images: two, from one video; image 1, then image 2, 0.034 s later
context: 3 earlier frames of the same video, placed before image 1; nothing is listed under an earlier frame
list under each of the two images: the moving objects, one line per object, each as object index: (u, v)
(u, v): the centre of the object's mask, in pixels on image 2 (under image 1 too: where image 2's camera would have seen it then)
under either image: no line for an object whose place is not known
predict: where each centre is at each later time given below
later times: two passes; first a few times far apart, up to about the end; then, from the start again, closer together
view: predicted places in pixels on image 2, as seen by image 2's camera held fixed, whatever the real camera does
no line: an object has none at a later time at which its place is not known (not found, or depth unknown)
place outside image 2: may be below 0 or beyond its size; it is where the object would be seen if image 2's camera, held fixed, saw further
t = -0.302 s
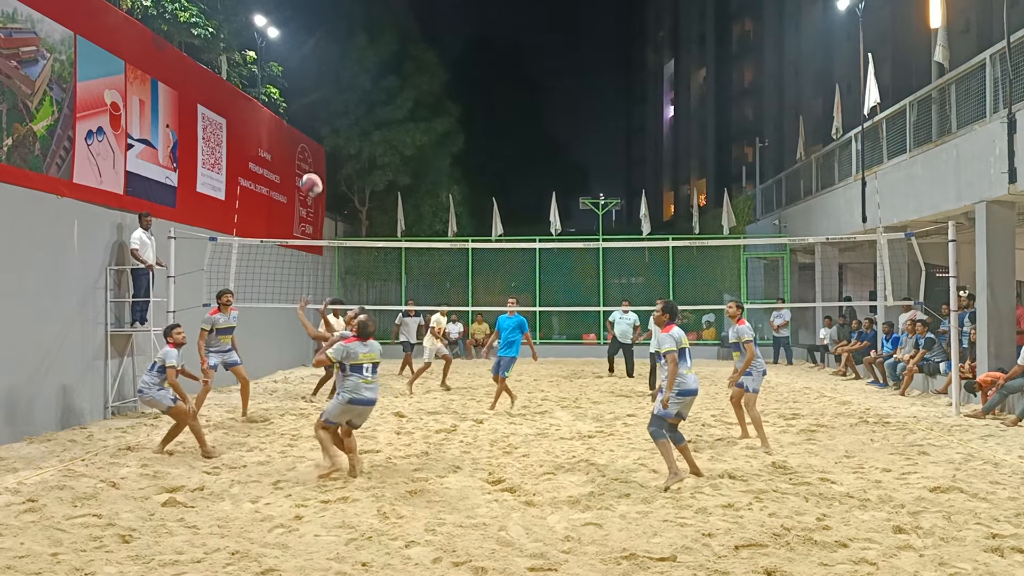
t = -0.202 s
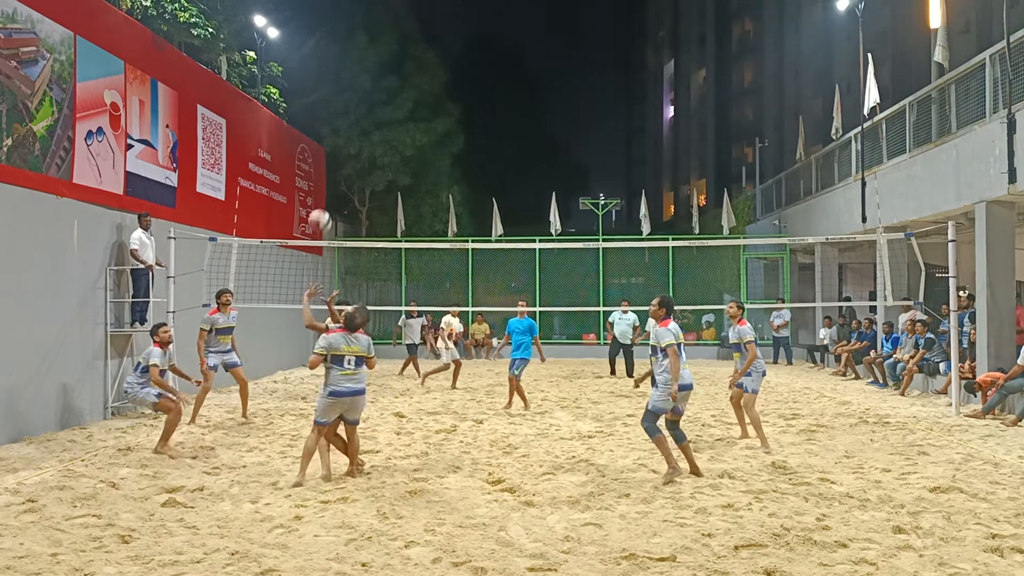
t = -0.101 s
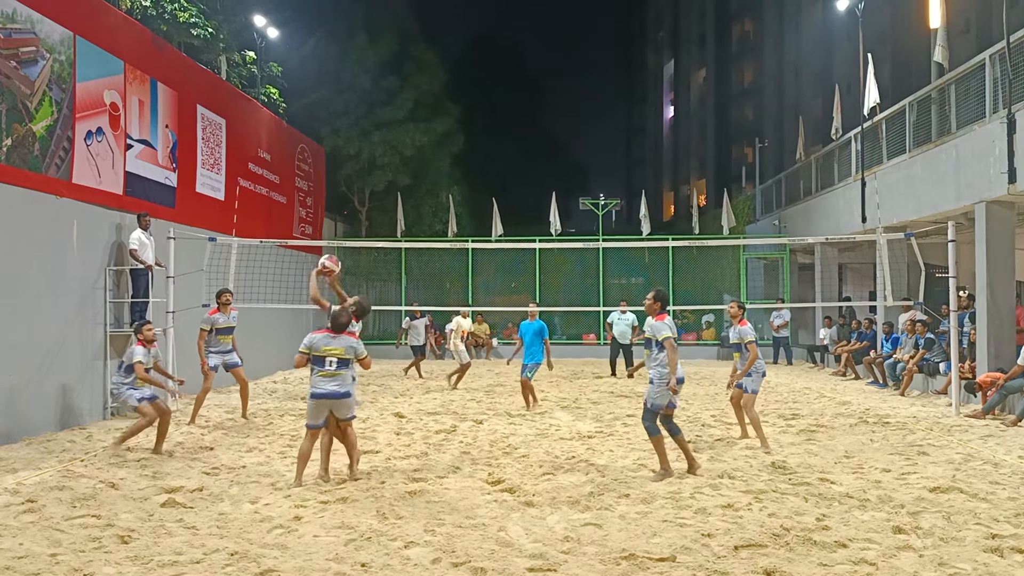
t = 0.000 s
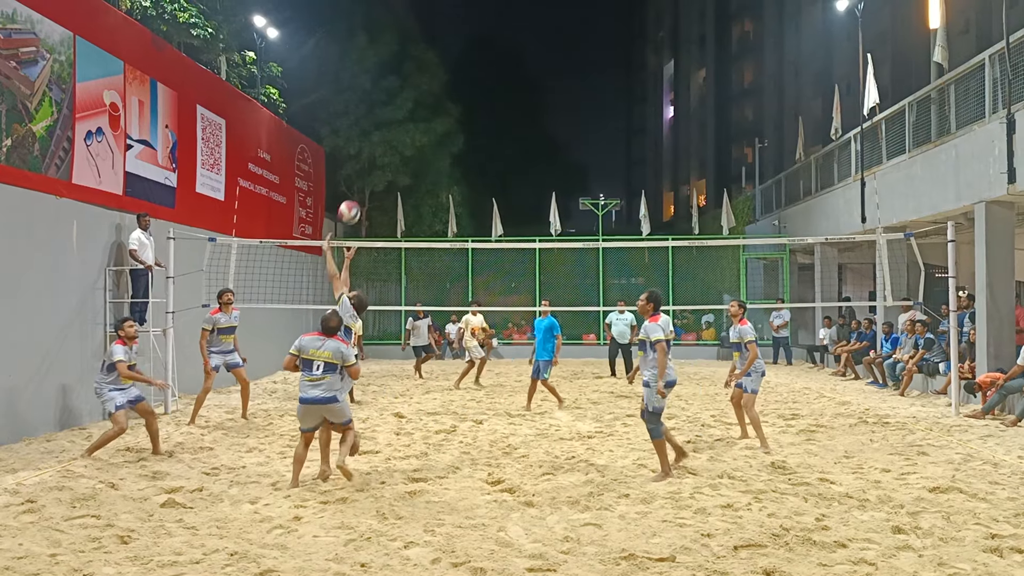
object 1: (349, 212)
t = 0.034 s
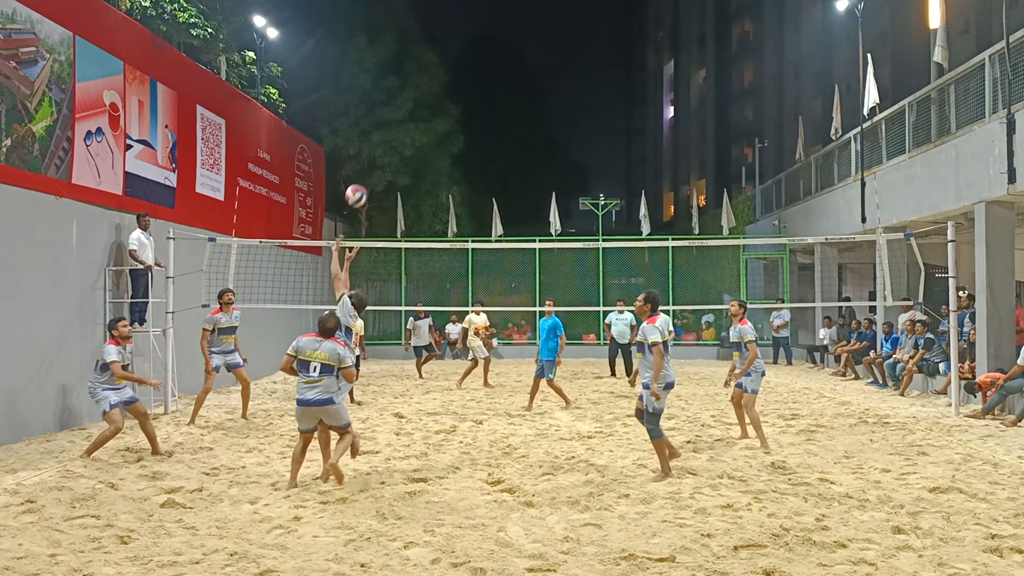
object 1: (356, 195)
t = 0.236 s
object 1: (393, 128)
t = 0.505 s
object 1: (432, 106)
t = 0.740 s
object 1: (461, 131)
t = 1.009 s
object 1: (488, 198)
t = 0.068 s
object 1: (363, 181)
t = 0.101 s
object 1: (369, 167)
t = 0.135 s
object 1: (375, 155)
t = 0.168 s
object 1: (381, 145)
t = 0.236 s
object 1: (393, 128)
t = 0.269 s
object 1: (398, 122)
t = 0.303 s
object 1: (404, 116)
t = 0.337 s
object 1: (408, 112)
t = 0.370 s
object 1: (413, 109)
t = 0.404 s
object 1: (418, 107)
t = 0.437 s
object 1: (423, 106)
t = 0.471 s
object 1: (428, 105)
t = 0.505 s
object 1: (432, 106)
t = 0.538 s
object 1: (437, 107)
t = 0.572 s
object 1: (441, 109)
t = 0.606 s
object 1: (446, 112)
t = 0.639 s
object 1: (450, 116)
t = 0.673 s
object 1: (454, 121)
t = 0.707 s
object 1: (458, 126)
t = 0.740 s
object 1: (461, 131)
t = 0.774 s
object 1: (465, 138)
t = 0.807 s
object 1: (469, 145)
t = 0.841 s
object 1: (472, 152)
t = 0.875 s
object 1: (476, 160)
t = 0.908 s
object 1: (479, 169)
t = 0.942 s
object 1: (482, 178)
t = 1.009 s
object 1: (488, 198)
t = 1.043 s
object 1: (490, 208)
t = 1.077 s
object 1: (493, 218)
